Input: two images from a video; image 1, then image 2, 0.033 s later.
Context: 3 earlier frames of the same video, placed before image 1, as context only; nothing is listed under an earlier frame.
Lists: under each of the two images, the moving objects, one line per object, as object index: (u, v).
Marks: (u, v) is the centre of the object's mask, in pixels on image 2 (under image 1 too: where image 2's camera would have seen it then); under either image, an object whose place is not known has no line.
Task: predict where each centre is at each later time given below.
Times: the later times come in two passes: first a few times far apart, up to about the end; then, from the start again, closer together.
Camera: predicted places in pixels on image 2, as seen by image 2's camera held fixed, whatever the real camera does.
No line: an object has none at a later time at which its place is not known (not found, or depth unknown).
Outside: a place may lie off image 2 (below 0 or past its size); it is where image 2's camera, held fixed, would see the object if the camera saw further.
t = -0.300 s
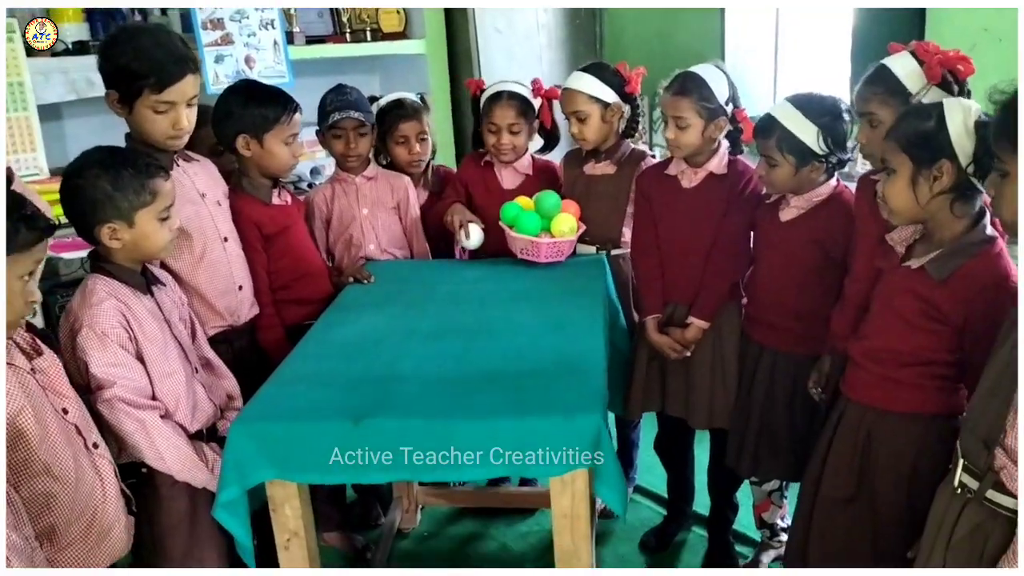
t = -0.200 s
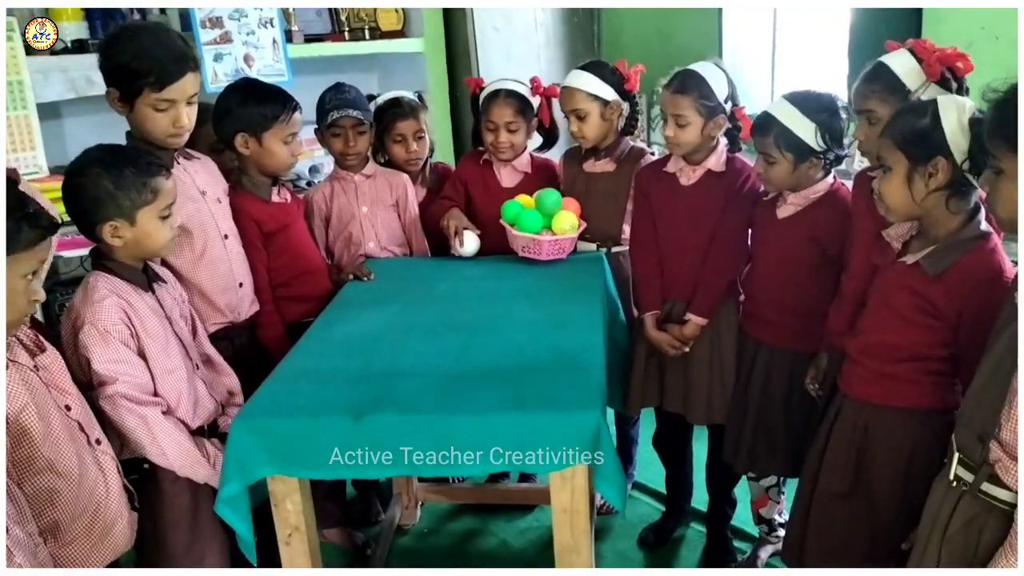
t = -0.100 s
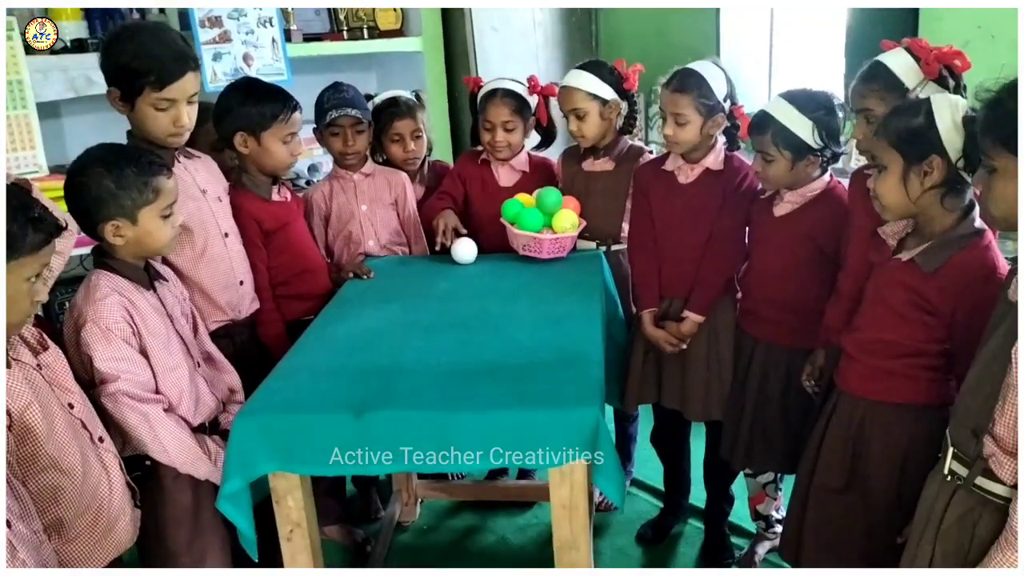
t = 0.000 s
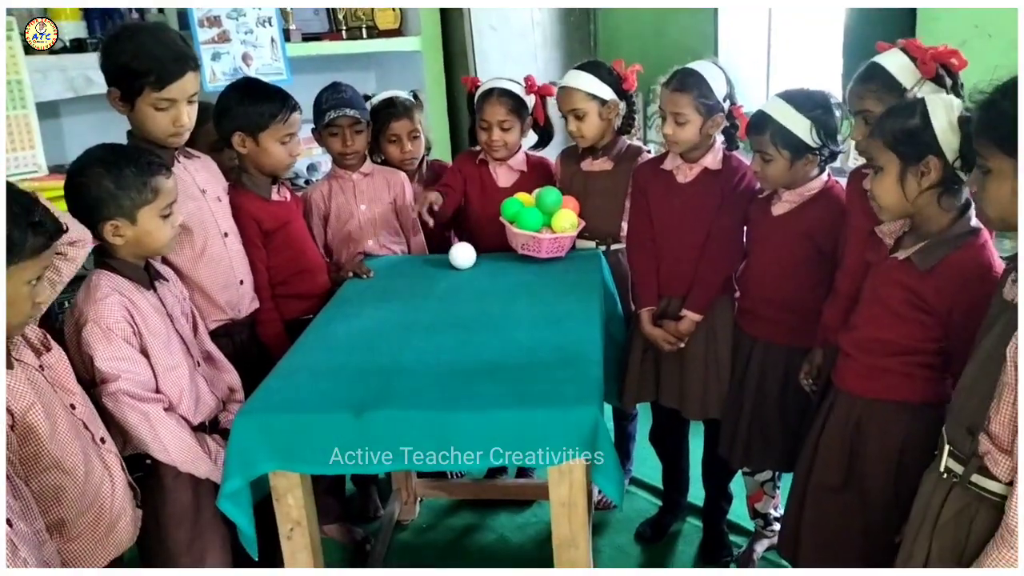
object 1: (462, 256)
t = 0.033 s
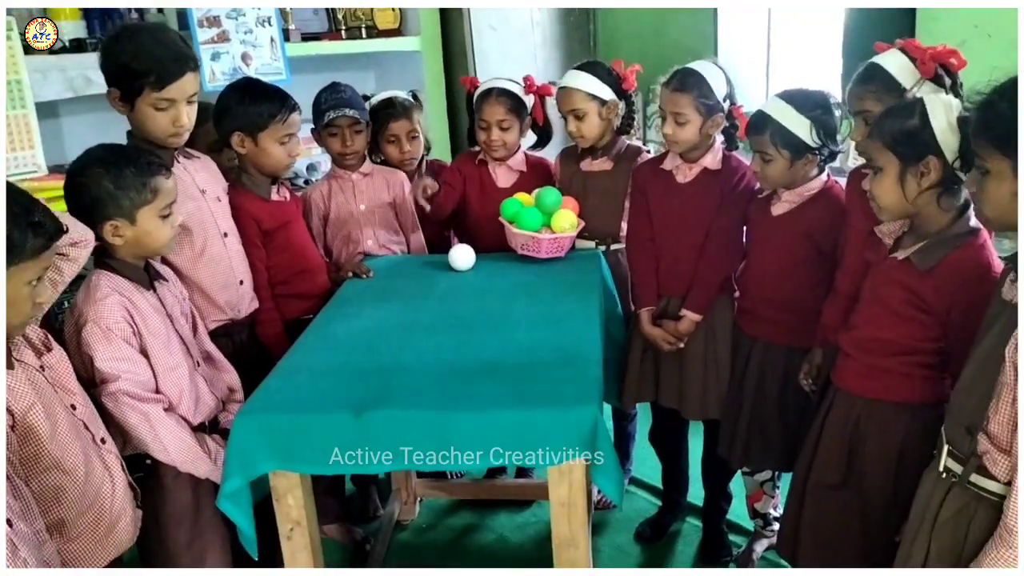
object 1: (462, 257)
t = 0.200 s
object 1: (458, 266)
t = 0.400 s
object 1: (454, 277)
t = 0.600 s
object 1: (450, 287)
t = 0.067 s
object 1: (461, 259)
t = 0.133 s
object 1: (460, 262)
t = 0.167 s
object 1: (459, 264)
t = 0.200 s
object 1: (458, 266)
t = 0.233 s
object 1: (457, 268)
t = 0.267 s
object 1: (457, 270)
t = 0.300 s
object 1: (456, 271)
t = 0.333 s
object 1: (455, 274)
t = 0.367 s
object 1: (455, 275)
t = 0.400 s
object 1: (454, 277)
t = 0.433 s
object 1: (454, 279)
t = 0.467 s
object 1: (453, 280)
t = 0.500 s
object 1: (452, 282)
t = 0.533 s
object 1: (451, 284)
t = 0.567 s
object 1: (451, 286)
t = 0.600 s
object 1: (450, 287)
